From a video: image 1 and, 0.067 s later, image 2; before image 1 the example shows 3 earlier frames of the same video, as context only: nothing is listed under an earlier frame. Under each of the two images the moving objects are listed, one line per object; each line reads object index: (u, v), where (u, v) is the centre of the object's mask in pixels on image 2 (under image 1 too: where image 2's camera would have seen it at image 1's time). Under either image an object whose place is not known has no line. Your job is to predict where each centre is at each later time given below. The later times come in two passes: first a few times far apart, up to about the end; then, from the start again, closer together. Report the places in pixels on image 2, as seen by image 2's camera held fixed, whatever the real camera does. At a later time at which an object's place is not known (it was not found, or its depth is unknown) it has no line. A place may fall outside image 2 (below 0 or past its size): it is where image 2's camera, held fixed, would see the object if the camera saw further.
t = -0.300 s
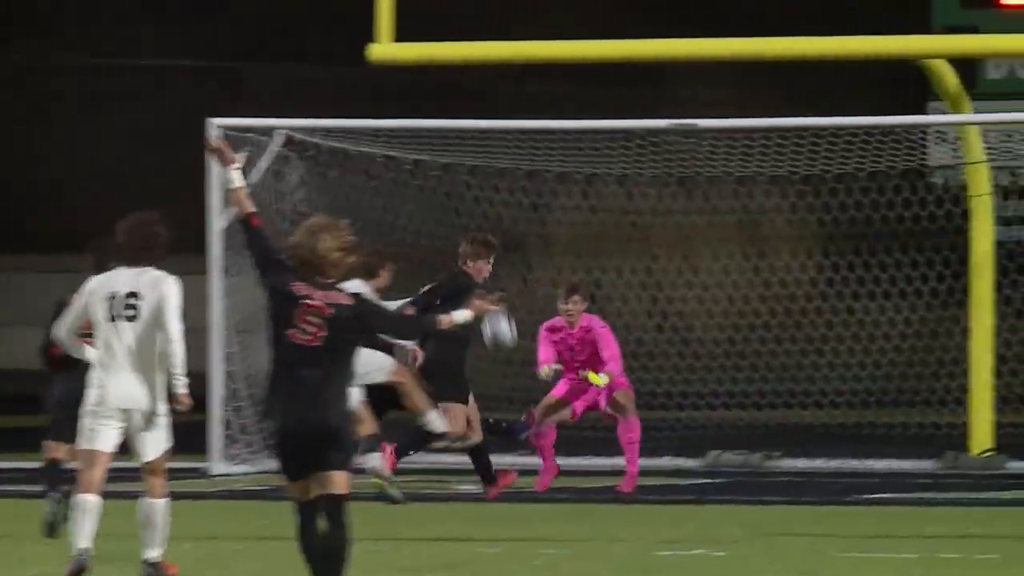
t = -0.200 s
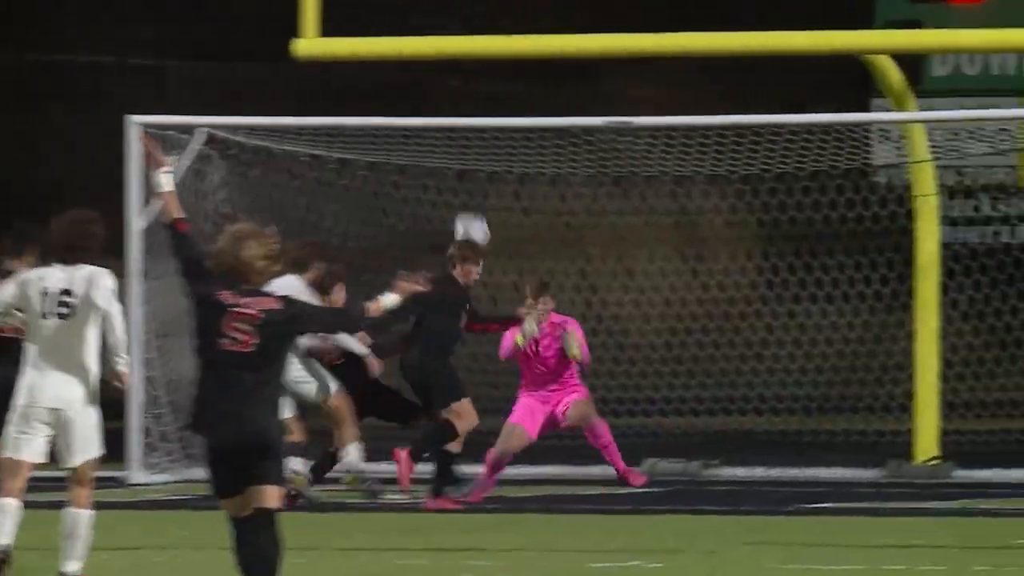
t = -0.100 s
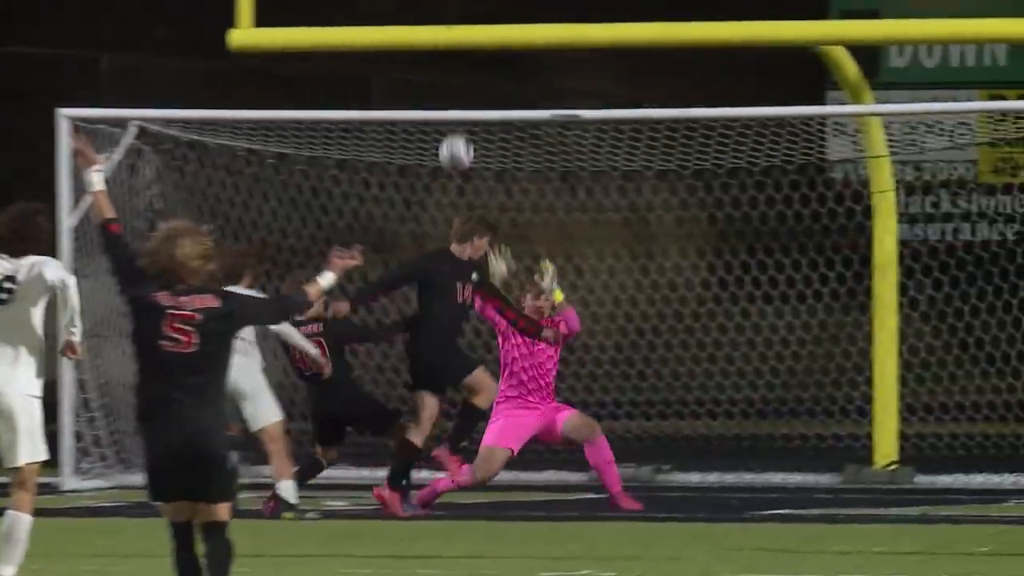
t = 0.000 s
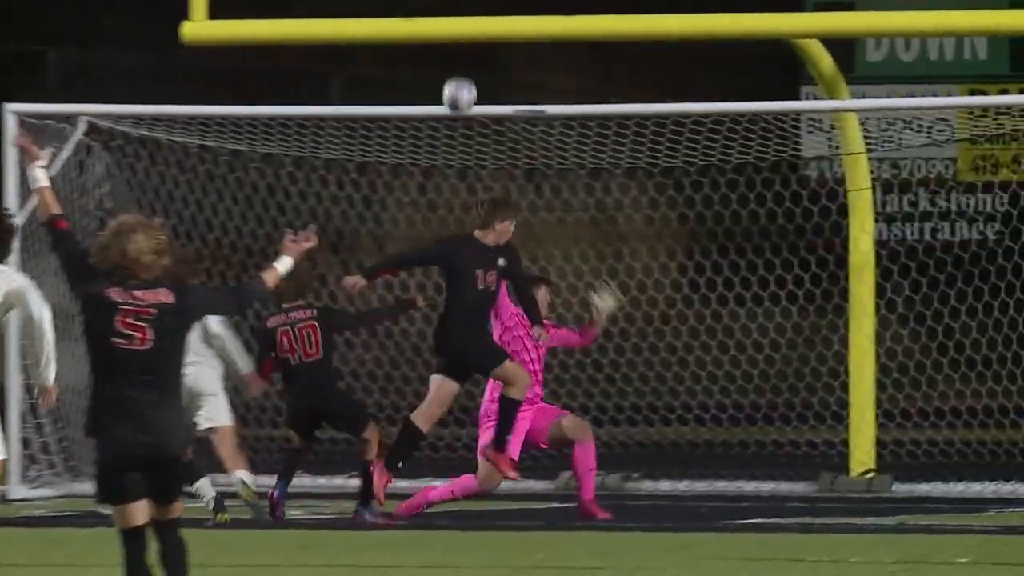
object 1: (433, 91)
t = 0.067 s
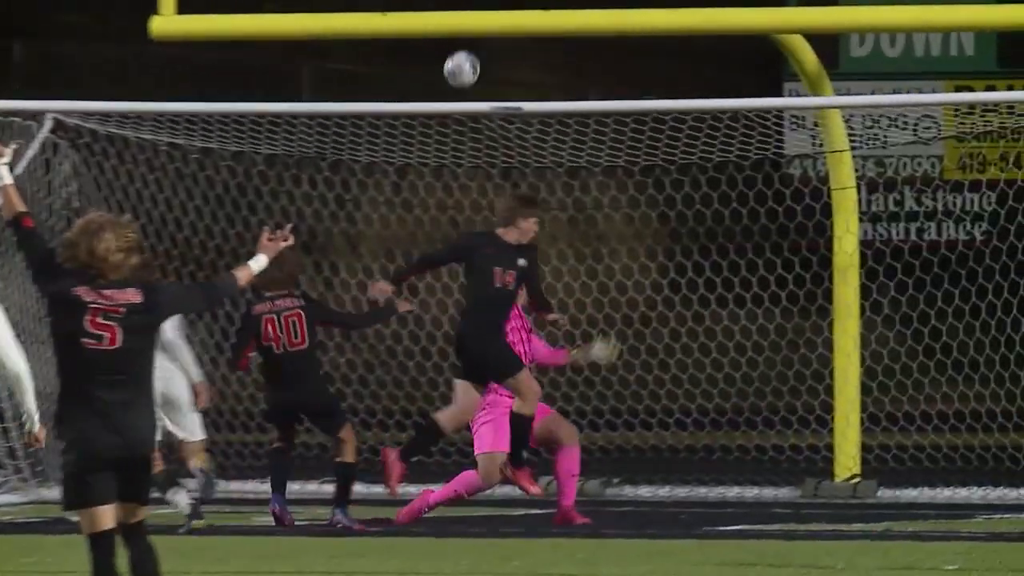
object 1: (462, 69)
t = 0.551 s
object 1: (633, 223)
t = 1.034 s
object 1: (766, 286)
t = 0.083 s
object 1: (469, 65)
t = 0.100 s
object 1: (476, 63)
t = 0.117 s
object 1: (483, 60)
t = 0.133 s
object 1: (488, 57)
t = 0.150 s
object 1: (495, 55)
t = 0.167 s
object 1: (501, 53)
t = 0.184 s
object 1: (508, 53)
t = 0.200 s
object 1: (514, 55)
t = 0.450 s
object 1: (599, 152)
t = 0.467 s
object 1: (604, 164)
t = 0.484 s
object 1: (610, 175)
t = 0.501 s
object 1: (615, 185)
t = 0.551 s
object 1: (633, 223)
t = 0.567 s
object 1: (639, 236)
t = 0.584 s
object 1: (643, 248)
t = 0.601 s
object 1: (651, 263)
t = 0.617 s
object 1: (656, 277)
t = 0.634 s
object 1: (661, 292)
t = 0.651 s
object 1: (666, 307)
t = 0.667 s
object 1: (672, 322)
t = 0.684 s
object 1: (677, 340)
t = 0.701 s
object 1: (682, 354)
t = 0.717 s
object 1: (687, 369)
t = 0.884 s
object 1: (734, 387)
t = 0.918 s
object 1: (743, 362)
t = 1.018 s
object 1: (765, 294)
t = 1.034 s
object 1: (766, 286)
